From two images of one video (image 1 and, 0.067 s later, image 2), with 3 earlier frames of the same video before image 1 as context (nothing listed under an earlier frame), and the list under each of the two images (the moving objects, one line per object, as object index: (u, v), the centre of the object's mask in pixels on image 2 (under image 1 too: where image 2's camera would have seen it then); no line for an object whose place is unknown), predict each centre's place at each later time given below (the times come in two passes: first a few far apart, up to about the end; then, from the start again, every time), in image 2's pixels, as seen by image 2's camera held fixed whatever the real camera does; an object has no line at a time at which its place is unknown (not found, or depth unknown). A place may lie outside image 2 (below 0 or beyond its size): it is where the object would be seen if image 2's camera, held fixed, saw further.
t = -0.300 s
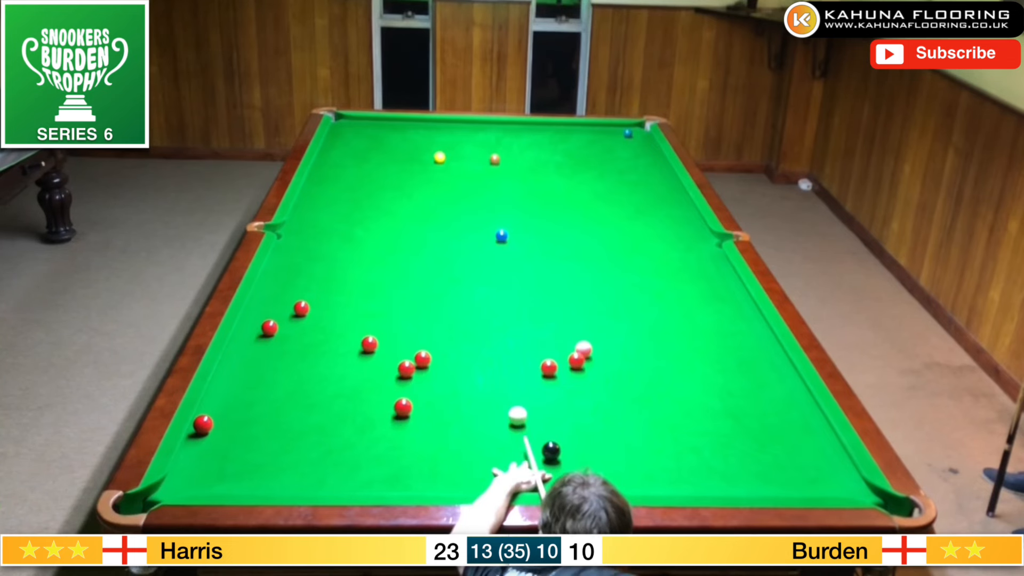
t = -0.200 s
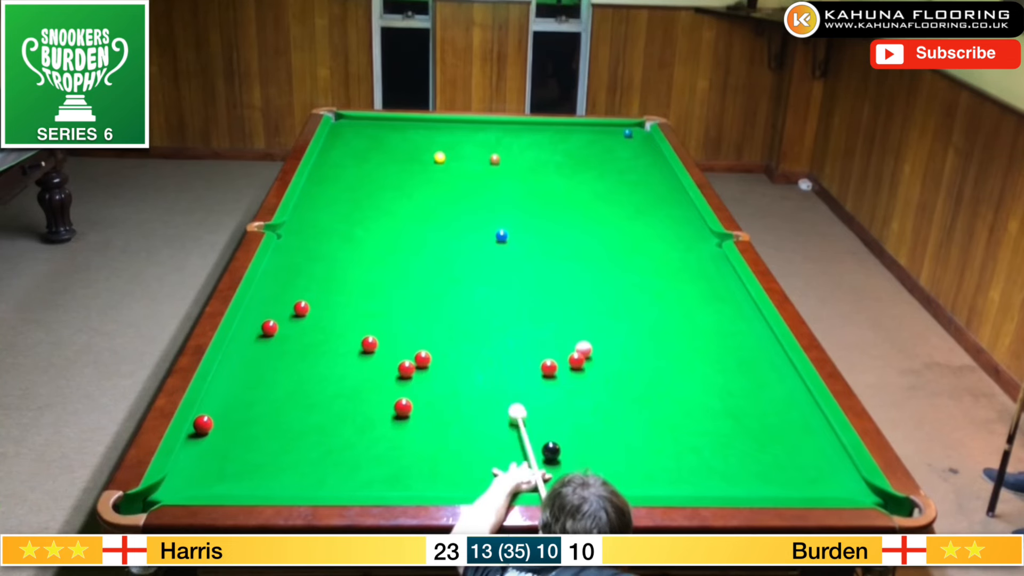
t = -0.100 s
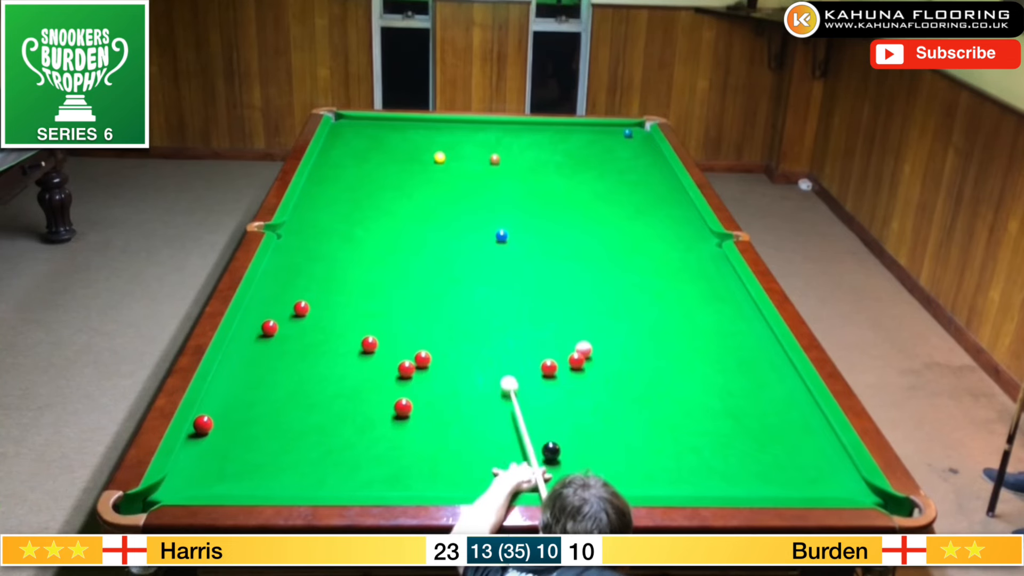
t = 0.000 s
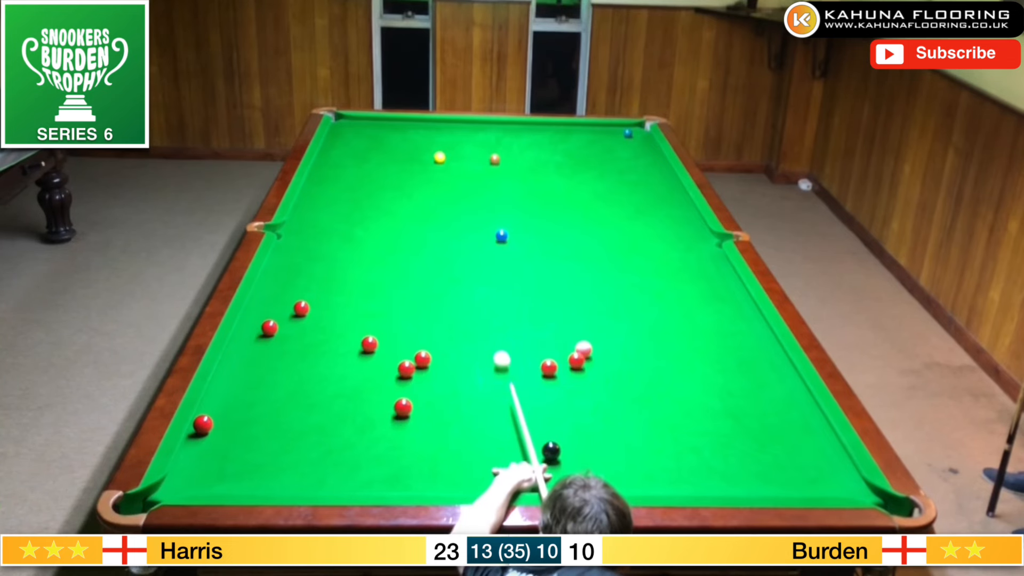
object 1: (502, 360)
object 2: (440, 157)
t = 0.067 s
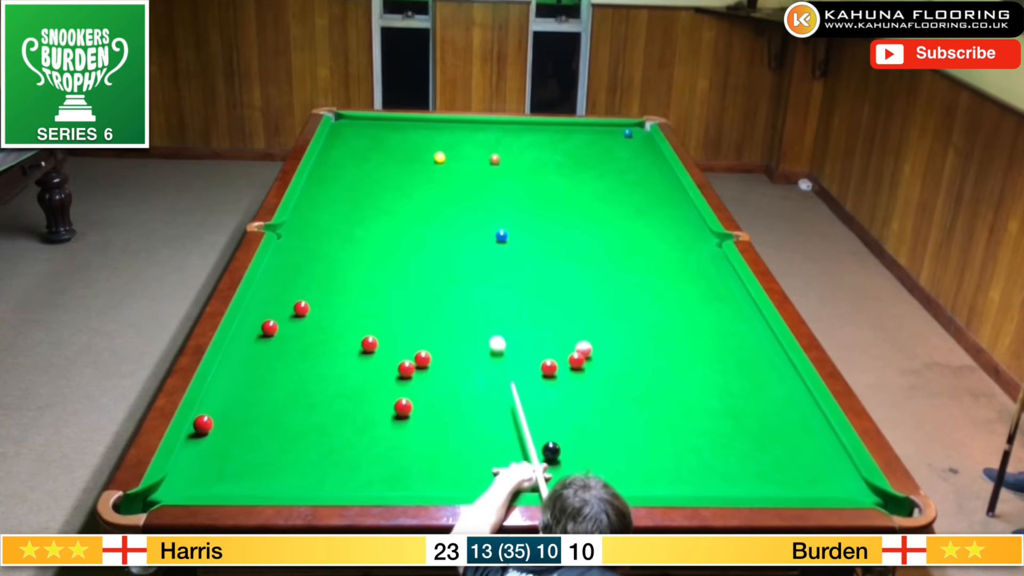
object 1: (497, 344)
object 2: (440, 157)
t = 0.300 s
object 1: (484, 298)
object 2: (440, 157)
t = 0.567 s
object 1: (472, 254)
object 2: (440, 157)
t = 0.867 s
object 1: (461, 215)
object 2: (440, 157)
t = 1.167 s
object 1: (452, 183)
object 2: (440, 157)
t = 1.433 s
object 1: (447, 160)
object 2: (438, 157)
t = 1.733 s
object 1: (471, 148)
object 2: (411, 146)
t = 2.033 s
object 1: (491, 138)
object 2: (388, 137)
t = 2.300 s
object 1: (506, 130)
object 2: (370, 129)
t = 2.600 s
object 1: (522, 122)
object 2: (351, 122)
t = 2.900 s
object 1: (535, 127)
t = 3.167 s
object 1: (546, 131)
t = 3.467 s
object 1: (557, 135)
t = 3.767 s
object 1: (567, 139)
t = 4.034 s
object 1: (574, 142)
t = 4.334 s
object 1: (582, 145)
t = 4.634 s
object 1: (588, 148)
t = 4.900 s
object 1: (592, 150)
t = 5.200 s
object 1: (596, 151)
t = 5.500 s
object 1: (599, 152)
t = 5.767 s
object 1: (600, 153)
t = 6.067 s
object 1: (600, 153)
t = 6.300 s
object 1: (600, 153)
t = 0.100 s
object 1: (495, 337)
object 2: (440, 157)
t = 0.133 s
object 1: (493, 330)
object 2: (440, 157)
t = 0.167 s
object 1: (491, 323)
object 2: (440, 157)
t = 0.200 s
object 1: (489, 316)
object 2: (440, 157)
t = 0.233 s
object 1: (488, 310)
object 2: (440, 157)
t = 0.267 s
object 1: (486, 304)
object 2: (440, 157)
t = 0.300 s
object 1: (484, 298)
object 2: (440, 157)
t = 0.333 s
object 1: (483, 292)
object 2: (440, 157)
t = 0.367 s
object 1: (481, 286)
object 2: (440, 157)
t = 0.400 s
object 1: (479, 280)
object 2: (440, 157)
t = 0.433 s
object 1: (478, 275)
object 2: (440, 157)
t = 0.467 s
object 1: (476, 269)
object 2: (440, 157)
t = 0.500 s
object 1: (475, 264)
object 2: (440, 157)
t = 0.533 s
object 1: (474, 259)
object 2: (440, 157)
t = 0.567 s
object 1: (472, 254)
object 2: (440, 157)
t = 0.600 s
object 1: (471, 250)
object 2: (440, 157)
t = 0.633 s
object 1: (469, 245)
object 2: (440, 157)
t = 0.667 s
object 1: (468, 240)
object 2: (440, 157)
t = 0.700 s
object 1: (467, 236)
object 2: (440, 157)
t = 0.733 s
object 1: (466, 231)
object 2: (440, 157)
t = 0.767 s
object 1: (465, 227)
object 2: (440, 157)
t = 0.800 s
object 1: (463, 223)
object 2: (440, 157)
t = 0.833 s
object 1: (462, 219)
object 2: (440, 157)
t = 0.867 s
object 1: (461, 215)
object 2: (440, 157)
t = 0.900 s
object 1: (460, 211)
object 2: (440, 157)
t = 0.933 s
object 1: (459, 207)
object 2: (440, 157)
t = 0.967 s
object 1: (458, 204)
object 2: (440, 157)
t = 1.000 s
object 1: (457, 200)
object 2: (440, 157)
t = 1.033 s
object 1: (456, 196)
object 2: (440, 157)
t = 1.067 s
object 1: (455, 193)
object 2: (440, 157)
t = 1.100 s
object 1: (454, 190)
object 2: (440, 157)
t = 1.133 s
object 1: (453, 186)
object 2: (440, 157)
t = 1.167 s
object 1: (452, 183)
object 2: (440, 157)
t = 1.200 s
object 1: (452, 180)
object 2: (440, 157)
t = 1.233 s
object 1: (451, 177)
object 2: (440, 157)
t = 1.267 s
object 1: (450, 174)
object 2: (440, 157)
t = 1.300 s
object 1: (449, 171)
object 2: (440, 157)
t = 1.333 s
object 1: (448, 168)
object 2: (440, 157)
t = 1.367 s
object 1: (448, 165)
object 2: (439, 157)
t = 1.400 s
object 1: (447, 162)
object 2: (439, 157)
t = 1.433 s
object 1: (447, 160)
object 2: (438, 157)
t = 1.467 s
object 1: (450, 158)
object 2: (435, 155)
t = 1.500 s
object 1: (454, 157)
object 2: (431, 154)
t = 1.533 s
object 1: (456, 156)
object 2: (428, 152)
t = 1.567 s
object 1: (459, 155)
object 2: (424, 151)
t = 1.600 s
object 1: (462, 153)
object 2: (422, 150)
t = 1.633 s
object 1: (464, 152)
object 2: (419, 149)
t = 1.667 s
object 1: (466, 151)
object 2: (416, 148)
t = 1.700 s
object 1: (469, 150)
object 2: (413, 147)
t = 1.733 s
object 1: (471, 148)
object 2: (411, 146)
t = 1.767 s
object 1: (473, 147)
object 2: (408, 145)
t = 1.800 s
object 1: (476, 146)
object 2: (405, 144)
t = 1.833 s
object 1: (478, 145)
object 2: (403, 142)
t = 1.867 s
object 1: (480, 144)
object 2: (400, 141)
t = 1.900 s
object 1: (482, 143)
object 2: (398, 140)
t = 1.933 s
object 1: (484, 141)
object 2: (395, 139)
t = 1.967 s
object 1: (487, 140)
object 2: (393, 138)
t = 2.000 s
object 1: (489, 139)
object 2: (391, 137)
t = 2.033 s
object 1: (491, 138)
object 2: (388, 137)
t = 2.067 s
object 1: (493, 137)
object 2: (386, 136)
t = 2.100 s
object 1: (495, 136)
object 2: (383, 135)
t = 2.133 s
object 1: (497, 135)
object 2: (381, 134)
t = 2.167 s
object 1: (499, 134)
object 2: (379, 133)
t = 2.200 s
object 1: (501, 133)
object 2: (377, 132)
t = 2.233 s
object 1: (503, 132)
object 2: (375, 131)
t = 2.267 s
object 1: (505, 131)
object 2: (372, 130)
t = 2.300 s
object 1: (506, 130)
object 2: (370, 129)
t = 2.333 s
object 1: (508, 129)
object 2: (368, 129)
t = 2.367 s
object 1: (510, 128)
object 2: (366, 128)
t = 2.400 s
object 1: (512, 127)
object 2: (364, 127)
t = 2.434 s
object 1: (514, 126)
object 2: (362, 126)
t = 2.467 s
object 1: (515, 125)
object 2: (360, 126)
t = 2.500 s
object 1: (517, 124)
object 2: (358, 125)
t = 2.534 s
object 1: (519, 123)
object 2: (356, 124)
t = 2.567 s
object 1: (521, 123)
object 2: (353, 123)
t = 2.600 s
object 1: (522, 122)
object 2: (351, 122)
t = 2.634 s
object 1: (524, 123)
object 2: (349, 122)
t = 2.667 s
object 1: (525, 123)
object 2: (348, 121)
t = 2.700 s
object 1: (526, 124)
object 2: (346, 120)
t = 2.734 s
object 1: (528, 124)
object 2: (344, 119)
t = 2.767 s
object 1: (529, 125)
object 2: (342, 119)
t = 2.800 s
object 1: (531, 126)
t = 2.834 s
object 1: (532, 126)
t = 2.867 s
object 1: (534, 127)
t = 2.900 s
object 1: (535, 127)
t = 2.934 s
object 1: (536, 128)
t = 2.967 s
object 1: (538, 128)
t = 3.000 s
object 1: (539, 129)
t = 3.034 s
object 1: (540, 129)
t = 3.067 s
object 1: (542, 130)
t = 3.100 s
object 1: (543, 130)
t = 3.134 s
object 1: (544, 131)
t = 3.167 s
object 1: (546, 131)
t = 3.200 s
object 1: (547, 131)
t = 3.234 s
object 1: (548, 132)
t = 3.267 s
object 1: (550, 133)
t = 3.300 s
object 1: (551, 133)
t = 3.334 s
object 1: (552, 134)
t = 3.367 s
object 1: (553, 134)
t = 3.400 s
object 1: (554, 135)
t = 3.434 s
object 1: (555, 135)
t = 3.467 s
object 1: (557, 135)
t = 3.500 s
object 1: (558, 136)
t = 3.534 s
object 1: (559, 136)
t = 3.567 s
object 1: (560, 137)
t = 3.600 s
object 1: (561, 137)
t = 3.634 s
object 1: (562, 138)
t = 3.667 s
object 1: (563, 138)
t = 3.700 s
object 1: (565, 138)
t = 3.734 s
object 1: (566, 139)
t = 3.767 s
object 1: (567, 139)
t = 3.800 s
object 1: (567, 139)
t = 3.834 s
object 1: (569, 140)
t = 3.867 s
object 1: (569, 140)
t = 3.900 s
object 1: (570, 141)
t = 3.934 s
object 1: (571, 141)
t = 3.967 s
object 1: (572, 141)
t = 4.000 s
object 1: (573, 142)
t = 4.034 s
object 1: (574, 142)
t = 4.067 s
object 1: (575, 142)
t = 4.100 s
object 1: (576, 143)
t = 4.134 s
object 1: (577, 143)
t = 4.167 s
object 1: (578, 144)
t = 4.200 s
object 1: (578, 144)
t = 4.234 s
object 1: (579, 144)
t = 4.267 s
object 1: (580, 144)
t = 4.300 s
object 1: (581, 145)
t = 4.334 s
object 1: (582, 145)
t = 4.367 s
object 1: (582, 145)
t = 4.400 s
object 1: (583, 146)
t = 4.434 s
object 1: (584, 146)
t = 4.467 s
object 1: (585, 146)
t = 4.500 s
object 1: (585, 147)
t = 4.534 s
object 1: (586, 147)
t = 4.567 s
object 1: (587, 147)
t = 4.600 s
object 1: (587, 147)
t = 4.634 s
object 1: (588, 148)
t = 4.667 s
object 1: (589, 148)
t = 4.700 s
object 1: (589, 148)
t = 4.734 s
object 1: (590, 148)
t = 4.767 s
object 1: (590, 149)
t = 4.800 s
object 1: (591, 149)
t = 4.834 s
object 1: (592, 149)
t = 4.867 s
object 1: (592, 149)
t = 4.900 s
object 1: (592, 150)
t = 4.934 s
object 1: (593, 150)
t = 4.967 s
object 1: (594, 150)
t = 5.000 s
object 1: (594, 150)
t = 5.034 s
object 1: (594, 150)
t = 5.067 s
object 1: (595, 151)
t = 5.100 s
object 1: (595, 151)
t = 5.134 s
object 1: (596, 151)
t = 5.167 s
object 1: (596, 151)
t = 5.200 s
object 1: (596, 151)
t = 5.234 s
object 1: (597, 151)
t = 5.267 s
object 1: (597, 151)
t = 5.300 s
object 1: (597, 151)
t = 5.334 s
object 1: (598, 151)
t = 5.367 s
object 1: (598, 152)
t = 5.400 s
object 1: (598, 152)
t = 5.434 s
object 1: (598, 152)
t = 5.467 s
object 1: (599, 152)
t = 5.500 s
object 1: (599, 152)
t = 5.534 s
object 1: (599, 152)
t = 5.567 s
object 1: (599, 152)
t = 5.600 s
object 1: (599, 152)
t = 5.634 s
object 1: (600, 152)
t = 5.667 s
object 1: (600, 152)
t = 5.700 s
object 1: (600, 152)
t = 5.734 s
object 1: (600, 152)
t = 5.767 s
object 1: (600, 153)
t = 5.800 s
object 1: (600, 153)
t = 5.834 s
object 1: (600, 153)
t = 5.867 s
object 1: (600, 153)
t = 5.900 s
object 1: (600, 153)
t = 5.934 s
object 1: (600, 153)
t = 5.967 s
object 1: (600, 153)
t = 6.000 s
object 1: (600, 153)
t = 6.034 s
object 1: (600, 153)
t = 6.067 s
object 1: (600, 153)
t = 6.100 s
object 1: (600, 153)
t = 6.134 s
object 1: (600, 153)
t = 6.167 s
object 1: (600, 153)
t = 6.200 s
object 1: (600, 153)
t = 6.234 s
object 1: (600, 153)
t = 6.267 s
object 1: (600, 153)
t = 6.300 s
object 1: (600, 153)
